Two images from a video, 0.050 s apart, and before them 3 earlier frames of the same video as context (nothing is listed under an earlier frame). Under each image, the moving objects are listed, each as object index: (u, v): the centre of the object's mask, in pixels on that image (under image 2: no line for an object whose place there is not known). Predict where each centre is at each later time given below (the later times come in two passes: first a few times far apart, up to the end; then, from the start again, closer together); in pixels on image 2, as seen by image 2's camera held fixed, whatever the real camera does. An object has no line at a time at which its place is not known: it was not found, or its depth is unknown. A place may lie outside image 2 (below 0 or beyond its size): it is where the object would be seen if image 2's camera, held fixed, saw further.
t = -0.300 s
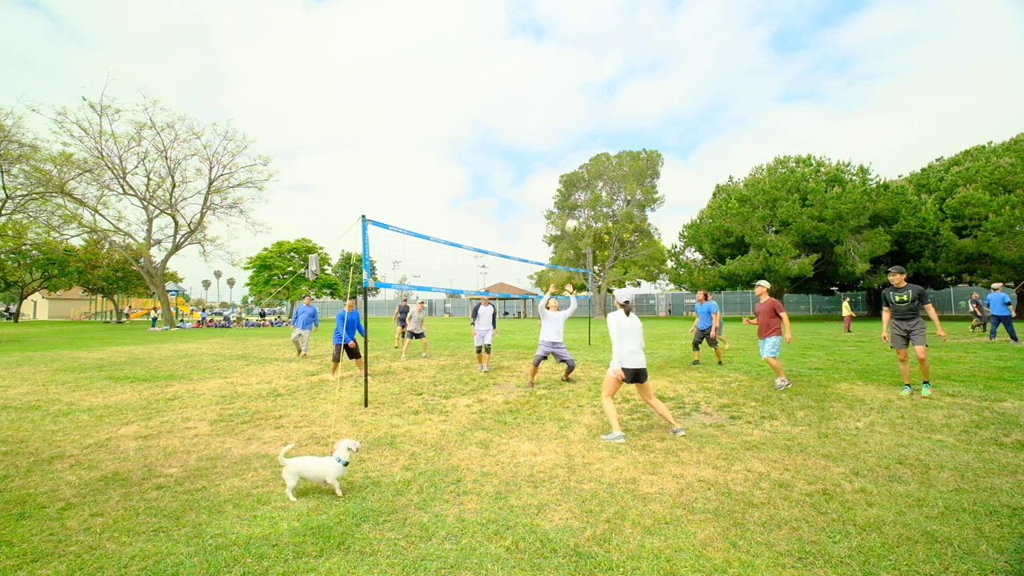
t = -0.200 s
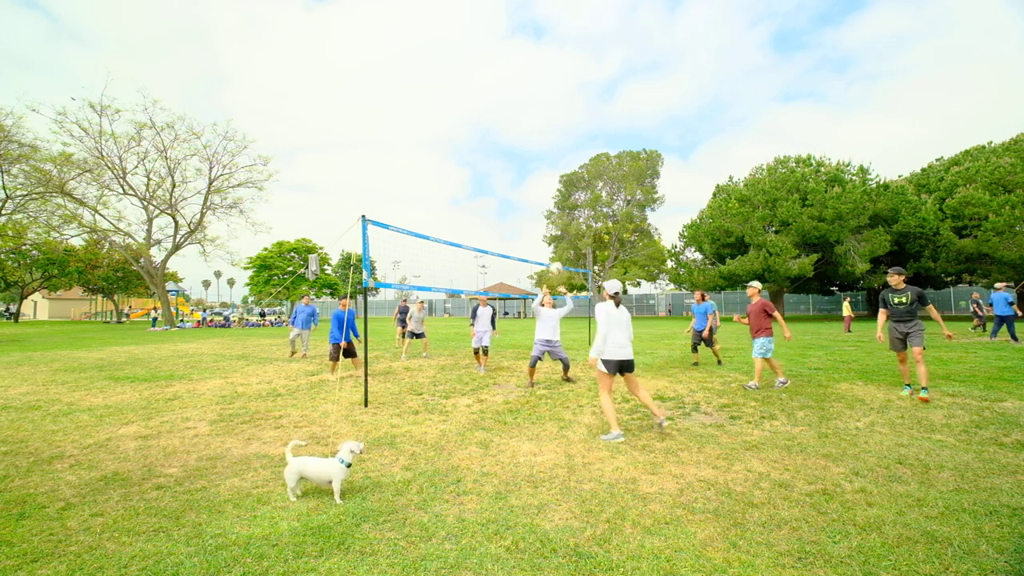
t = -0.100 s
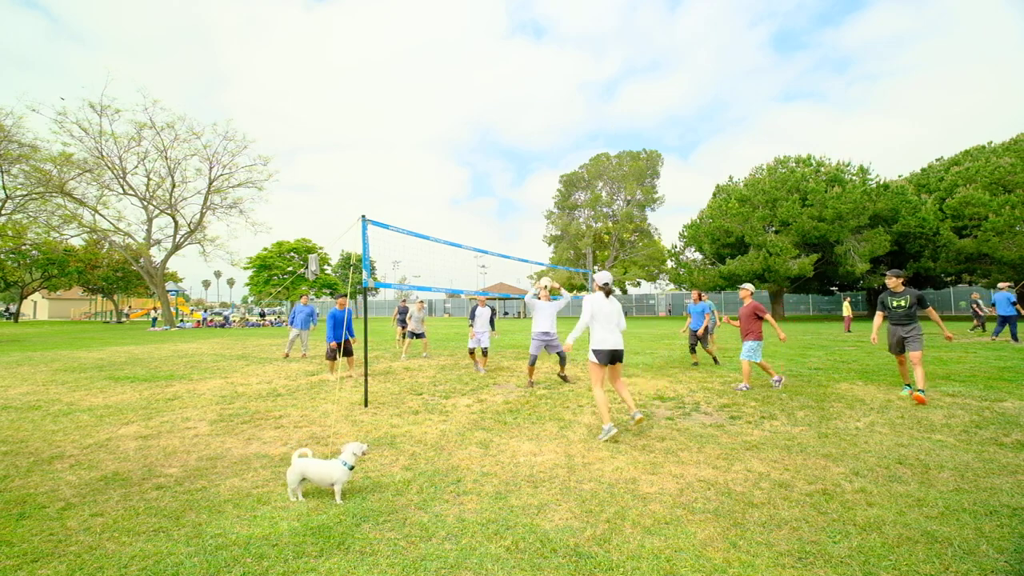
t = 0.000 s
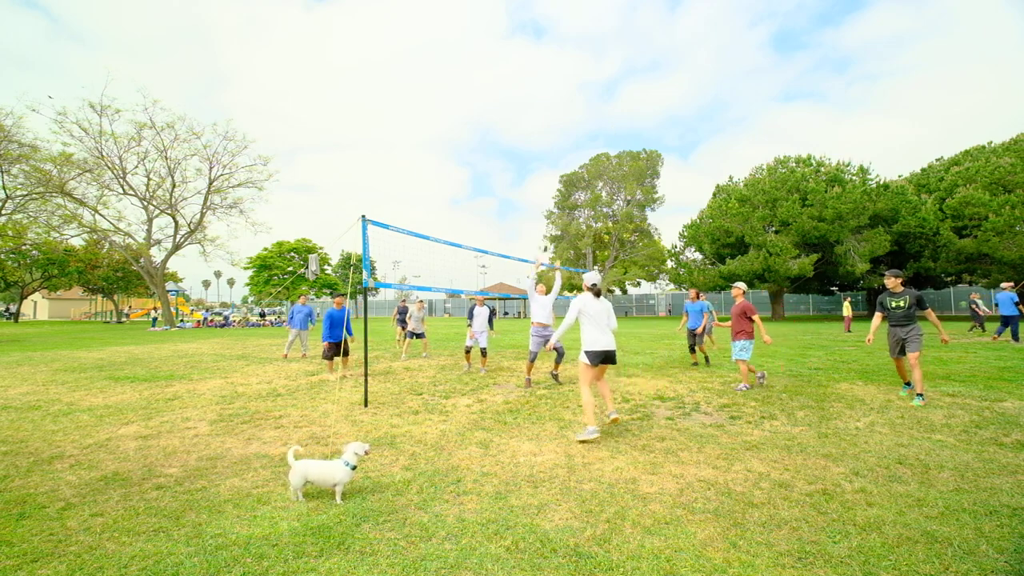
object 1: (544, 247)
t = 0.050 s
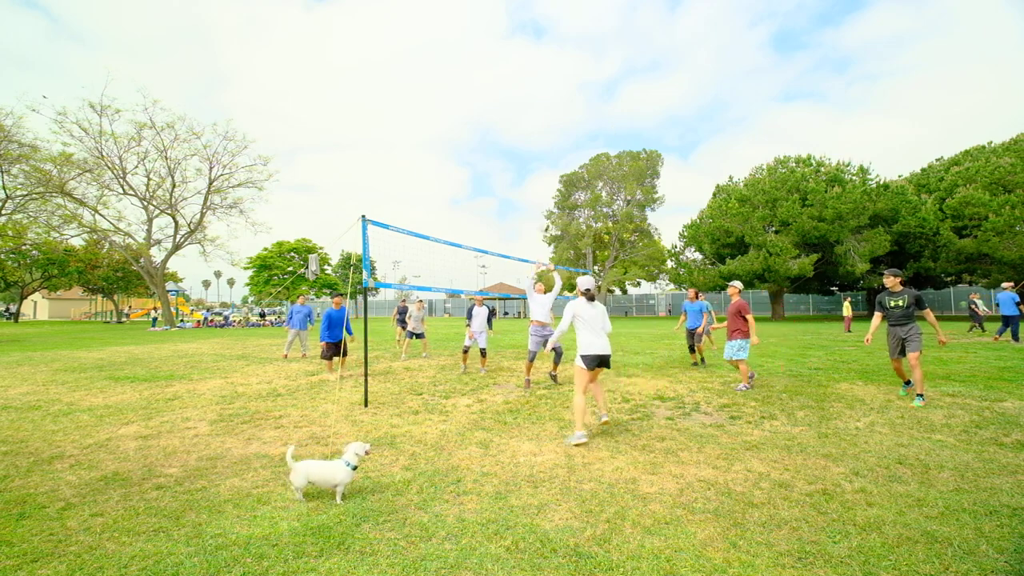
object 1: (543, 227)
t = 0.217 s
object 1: (545, 172)
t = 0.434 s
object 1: (548, 122)
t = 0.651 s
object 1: (550, 97)
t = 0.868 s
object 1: (552, 102)
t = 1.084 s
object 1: (556, 138)
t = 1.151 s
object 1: (557, 156)
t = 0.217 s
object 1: (545, 172)
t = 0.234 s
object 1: (545, 166)
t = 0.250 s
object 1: (546, 162)
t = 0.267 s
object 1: (546, 157)
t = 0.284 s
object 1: (545, 153)
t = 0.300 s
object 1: (546, 149)
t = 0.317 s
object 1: (546, 145)
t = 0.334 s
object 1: (546, 140)
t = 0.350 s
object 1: (547, 138)
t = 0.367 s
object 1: (547, 134)
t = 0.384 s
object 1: (547, 130)
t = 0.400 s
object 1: (547, 128)
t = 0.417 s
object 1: (547, 125)
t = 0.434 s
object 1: (548, 122)
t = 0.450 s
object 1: (548, 119)
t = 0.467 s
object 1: (548, 117)
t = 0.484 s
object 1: (547, 114)
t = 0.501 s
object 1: (548, 112)
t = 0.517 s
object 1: (548, 109)
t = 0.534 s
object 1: (548, 107)
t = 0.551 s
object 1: (549, 105)
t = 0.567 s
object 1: (549, 103)
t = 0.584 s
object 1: (549, 102)
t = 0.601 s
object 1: (549, 101)
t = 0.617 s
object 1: (549, 99)
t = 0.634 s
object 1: (549, 98)
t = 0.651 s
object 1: (550, 97)
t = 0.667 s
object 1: (550, 96)
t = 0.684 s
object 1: (550, 96)
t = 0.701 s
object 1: (550, 96)
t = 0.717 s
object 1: (551, 95)
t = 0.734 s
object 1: (550, 96)
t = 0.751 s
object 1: (550, 96)
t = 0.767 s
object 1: (551, 96)
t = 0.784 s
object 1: (551, 96)
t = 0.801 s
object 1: (551, 97)
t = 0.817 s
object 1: (552, 98)
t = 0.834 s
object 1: (552, 99)
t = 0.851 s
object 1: (553, 100)
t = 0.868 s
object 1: (552, 102)
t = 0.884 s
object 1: (553, 103)
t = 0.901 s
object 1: (553, 105)
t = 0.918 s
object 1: (554, 108)
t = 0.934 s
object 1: (554, 110)
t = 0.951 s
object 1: (553, 113)
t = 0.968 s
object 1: (554, 115)
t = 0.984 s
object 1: (554, 118)
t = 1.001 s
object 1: (554, 121)
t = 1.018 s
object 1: (554, 124)
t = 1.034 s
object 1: (555, 127)
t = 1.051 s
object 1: (555, 130)
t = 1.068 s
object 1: (556, 134)
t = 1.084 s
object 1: (556, 138)
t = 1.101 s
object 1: (556, 142)
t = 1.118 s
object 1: (557, 146)
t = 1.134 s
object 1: (557, 153)
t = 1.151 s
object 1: (557, 156)
